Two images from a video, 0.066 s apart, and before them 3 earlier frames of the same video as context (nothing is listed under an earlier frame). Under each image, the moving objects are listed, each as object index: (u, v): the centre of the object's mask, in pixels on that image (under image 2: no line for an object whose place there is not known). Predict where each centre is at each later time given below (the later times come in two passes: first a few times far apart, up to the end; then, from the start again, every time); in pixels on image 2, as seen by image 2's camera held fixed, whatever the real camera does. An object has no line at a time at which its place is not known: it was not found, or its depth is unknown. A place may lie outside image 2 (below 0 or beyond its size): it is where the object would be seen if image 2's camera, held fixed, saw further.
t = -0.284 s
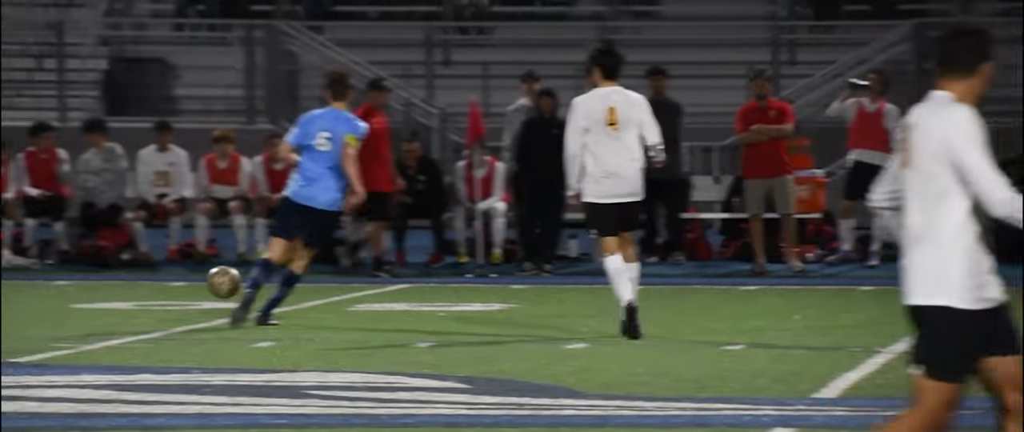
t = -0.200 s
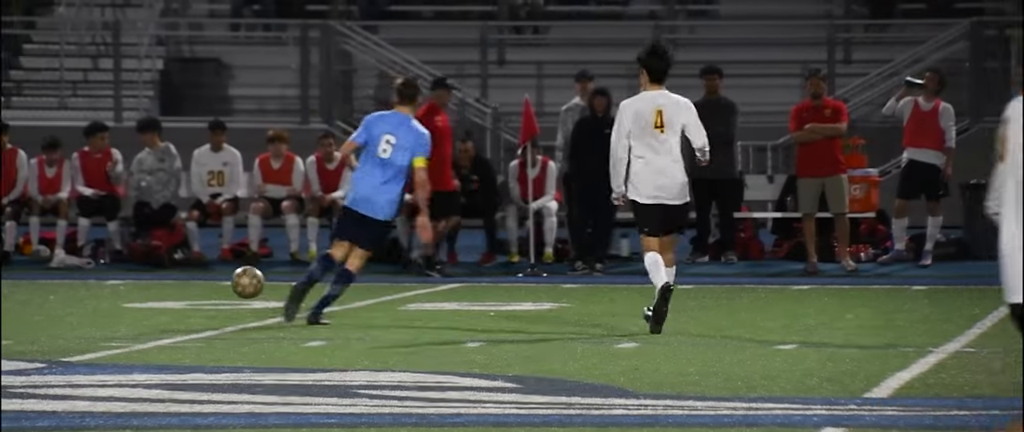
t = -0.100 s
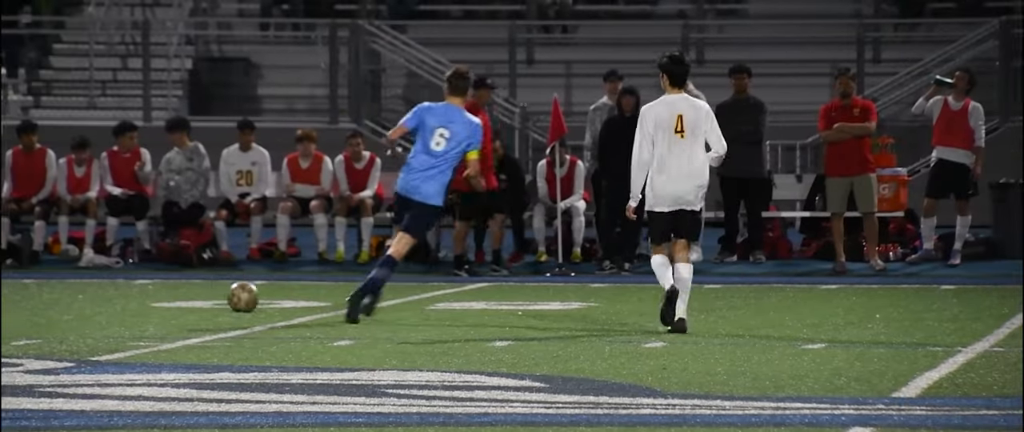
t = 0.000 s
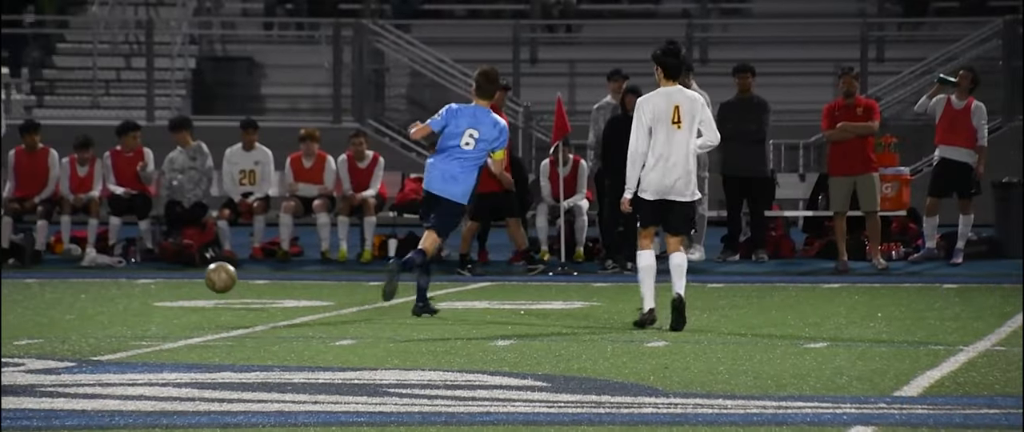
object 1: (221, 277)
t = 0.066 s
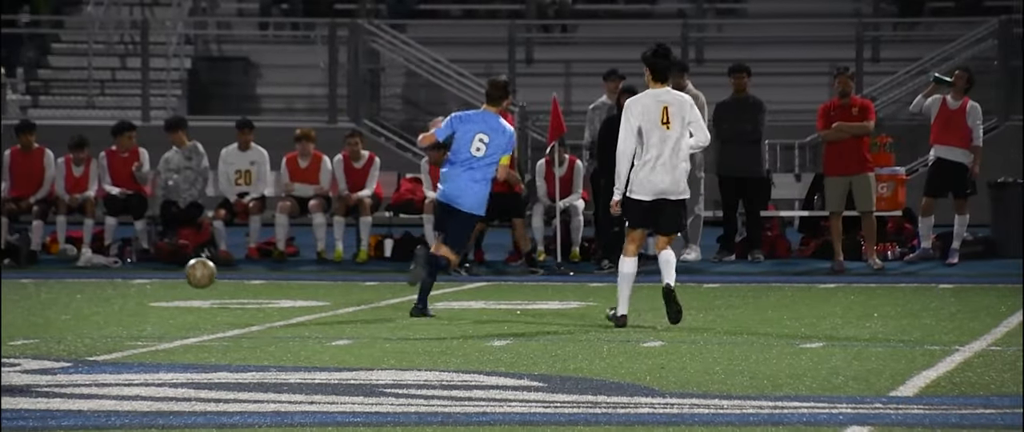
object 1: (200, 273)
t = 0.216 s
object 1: (164, 287)
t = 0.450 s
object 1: (117, 281)
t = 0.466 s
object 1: (113, 282)
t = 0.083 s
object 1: (196, 273)
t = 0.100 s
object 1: (192, 273)
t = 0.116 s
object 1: (188, 274)
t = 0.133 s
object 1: (185, 275)
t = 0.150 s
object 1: (180, 277)
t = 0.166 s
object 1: (176, 279)
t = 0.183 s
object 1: (173, 281)
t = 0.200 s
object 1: (168, 284)
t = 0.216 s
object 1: (164, 287)
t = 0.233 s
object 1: (161, 286)
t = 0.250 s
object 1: (157, 284)
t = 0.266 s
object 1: (154, 281)
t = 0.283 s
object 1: (151, 279)
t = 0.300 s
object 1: (147, 277)
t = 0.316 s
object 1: (144, 276)
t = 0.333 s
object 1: (141, 275)
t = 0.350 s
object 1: (137, 275)
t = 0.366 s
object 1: (134, 275)
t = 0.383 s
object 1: (130, 275)
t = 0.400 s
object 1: (127, 276)
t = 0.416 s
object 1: (123, 277)
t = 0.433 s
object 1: (120, 279)
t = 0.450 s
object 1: (117, 281)
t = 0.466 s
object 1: (113, 282)
